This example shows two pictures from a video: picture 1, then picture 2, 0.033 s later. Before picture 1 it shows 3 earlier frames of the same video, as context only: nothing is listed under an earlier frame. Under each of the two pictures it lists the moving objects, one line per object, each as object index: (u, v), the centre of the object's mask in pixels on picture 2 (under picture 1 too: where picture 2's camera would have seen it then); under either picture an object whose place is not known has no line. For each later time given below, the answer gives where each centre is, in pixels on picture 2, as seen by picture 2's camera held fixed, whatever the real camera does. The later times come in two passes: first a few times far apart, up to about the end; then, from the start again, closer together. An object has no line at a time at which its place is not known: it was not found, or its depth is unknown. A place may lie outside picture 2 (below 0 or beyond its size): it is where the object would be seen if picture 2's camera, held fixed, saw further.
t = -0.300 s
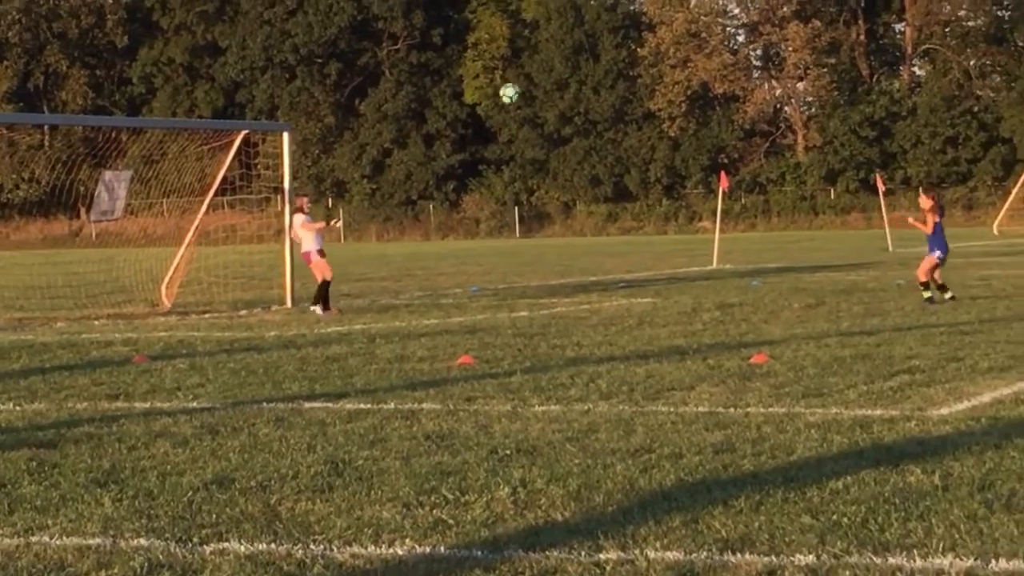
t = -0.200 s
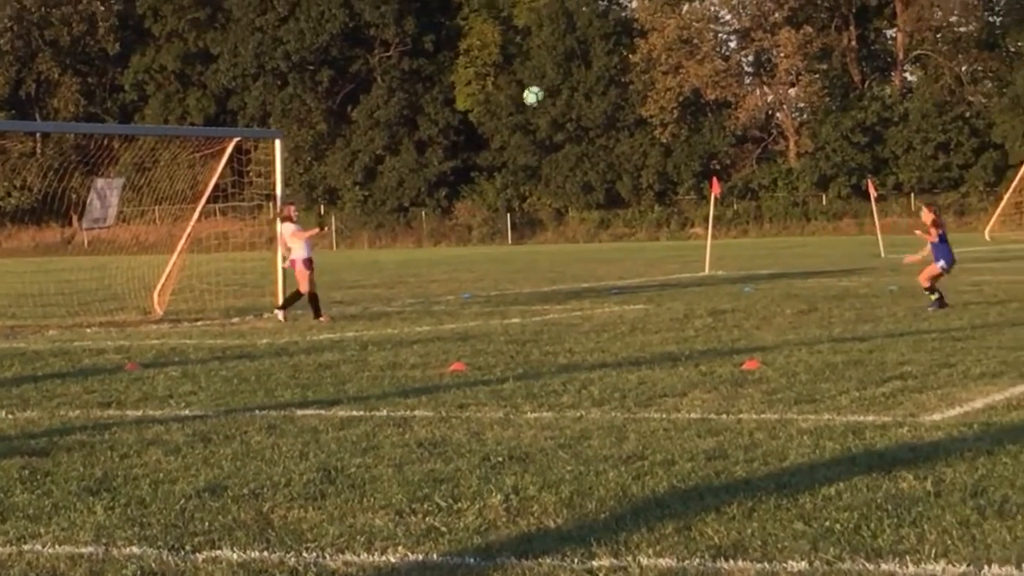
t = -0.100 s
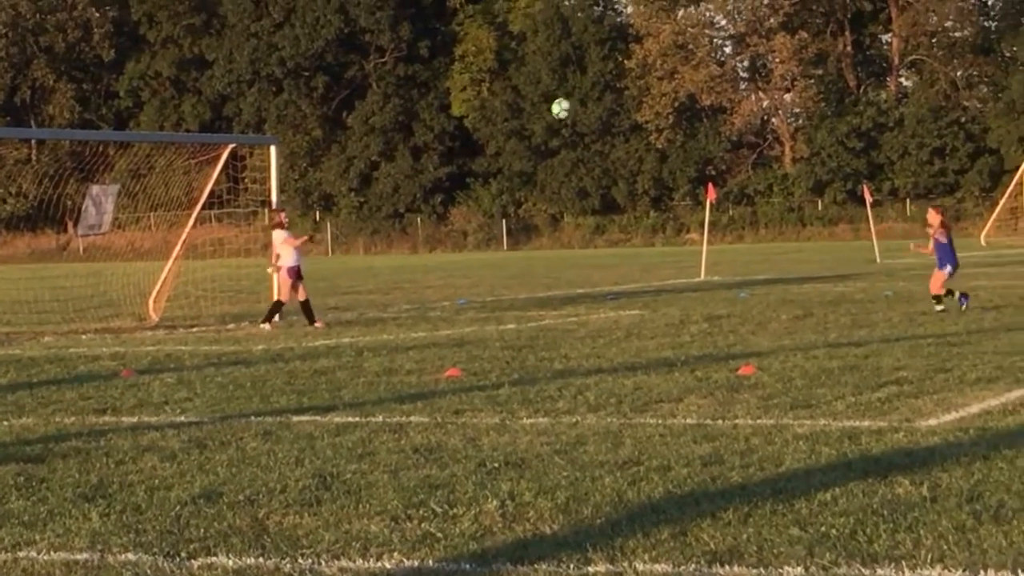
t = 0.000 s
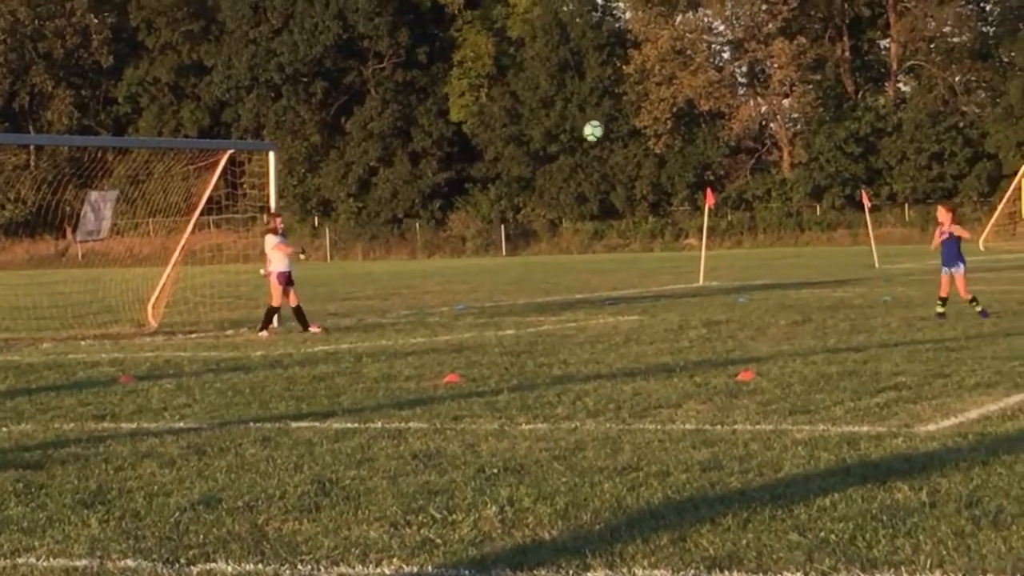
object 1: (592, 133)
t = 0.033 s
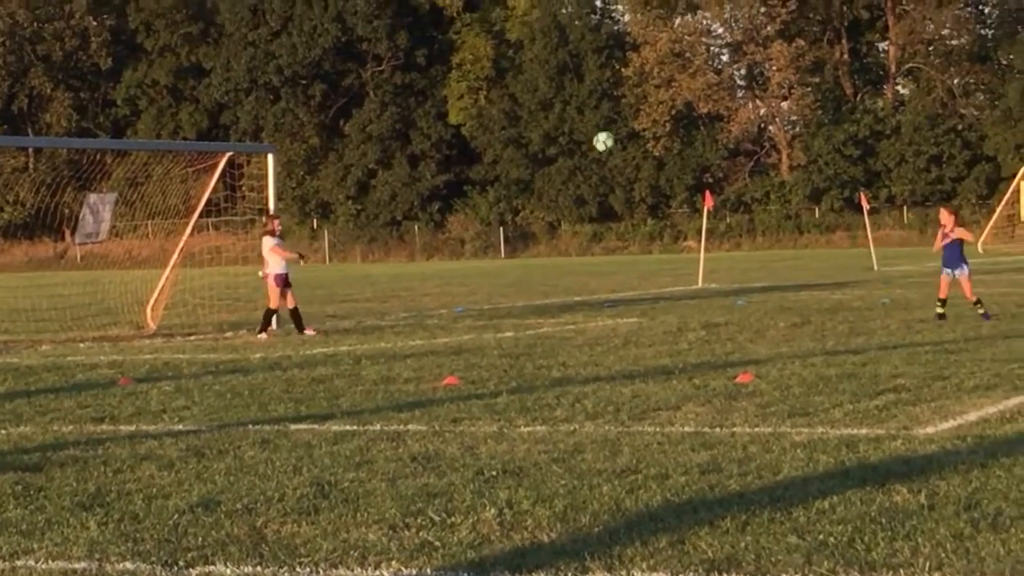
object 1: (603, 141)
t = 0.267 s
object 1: (685, 230)
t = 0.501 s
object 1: (764, 302)
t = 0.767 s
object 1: (833, 221)
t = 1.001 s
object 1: (900, 213)
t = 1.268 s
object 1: (982, 281)
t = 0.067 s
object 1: (614, 150)
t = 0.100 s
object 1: (626, 160)
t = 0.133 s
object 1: (637, 172)
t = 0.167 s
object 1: (649, 185)
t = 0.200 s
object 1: (662, 199)
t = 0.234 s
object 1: (674, 214)
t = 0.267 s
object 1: (685, 230)
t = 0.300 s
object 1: (697, 248)
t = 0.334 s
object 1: (710, 266)
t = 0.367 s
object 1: (722, 287)
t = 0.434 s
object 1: (747, 328)
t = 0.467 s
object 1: (756, 317)
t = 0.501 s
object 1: (764, 302)
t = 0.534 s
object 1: (772, 288)
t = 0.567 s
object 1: (781, 275)
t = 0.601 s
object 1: (789, 263)
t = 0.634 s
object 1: (798, 252)
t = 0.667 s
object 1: (807, 242)
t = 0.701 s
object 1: (815, 233)
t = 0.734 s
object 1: (824, 226)
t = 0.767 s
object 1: (833, 221)
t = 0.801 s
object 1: (842, 216)
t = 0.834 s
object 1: (851, 212)
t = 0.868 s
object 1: (861, 209)
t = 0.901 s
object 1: (871, 208)
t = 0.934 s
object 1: (881, 208)
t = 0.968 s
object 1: (890, 210)
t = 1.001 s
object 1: (900, 213)
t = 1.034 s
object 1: (910, 216)
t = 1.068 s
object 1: (919, 221)
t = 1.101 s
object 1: (930, 229)
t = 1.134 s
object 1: (941, 237)
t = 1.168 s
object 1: (951, 246)
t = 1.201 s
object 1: (961, 255)
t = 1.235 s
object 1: (972, 268)
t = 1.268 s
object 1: (982, 281)
